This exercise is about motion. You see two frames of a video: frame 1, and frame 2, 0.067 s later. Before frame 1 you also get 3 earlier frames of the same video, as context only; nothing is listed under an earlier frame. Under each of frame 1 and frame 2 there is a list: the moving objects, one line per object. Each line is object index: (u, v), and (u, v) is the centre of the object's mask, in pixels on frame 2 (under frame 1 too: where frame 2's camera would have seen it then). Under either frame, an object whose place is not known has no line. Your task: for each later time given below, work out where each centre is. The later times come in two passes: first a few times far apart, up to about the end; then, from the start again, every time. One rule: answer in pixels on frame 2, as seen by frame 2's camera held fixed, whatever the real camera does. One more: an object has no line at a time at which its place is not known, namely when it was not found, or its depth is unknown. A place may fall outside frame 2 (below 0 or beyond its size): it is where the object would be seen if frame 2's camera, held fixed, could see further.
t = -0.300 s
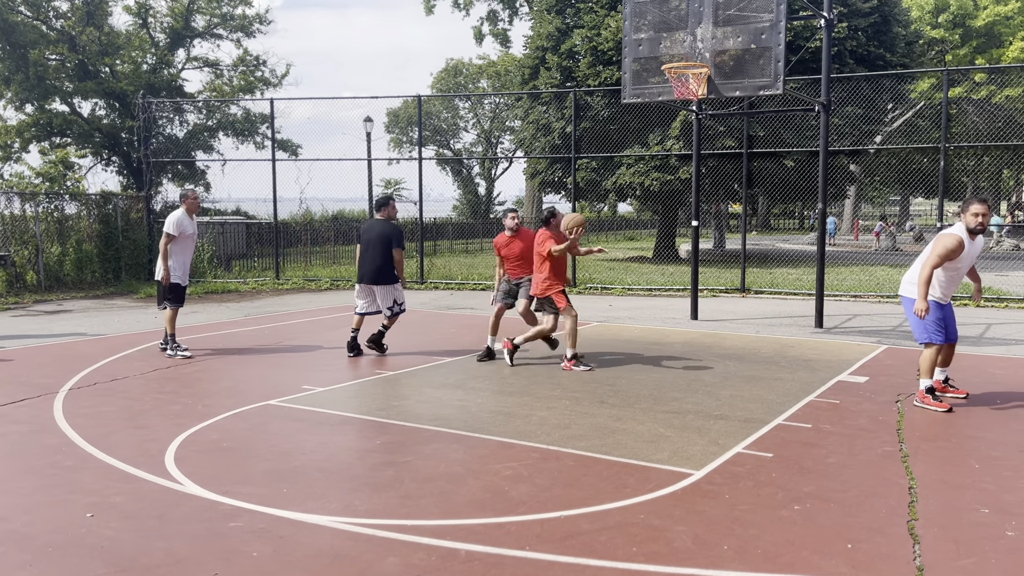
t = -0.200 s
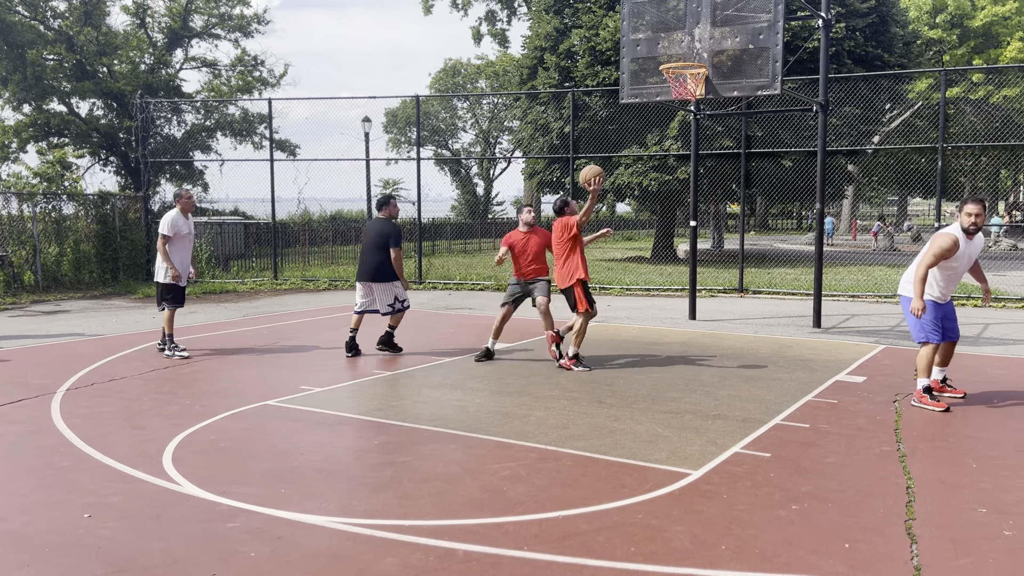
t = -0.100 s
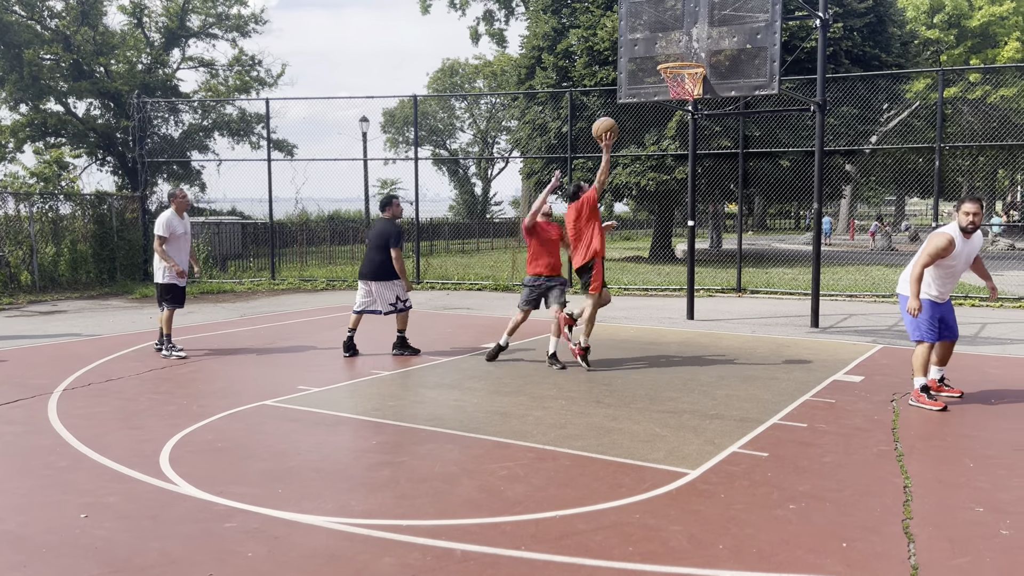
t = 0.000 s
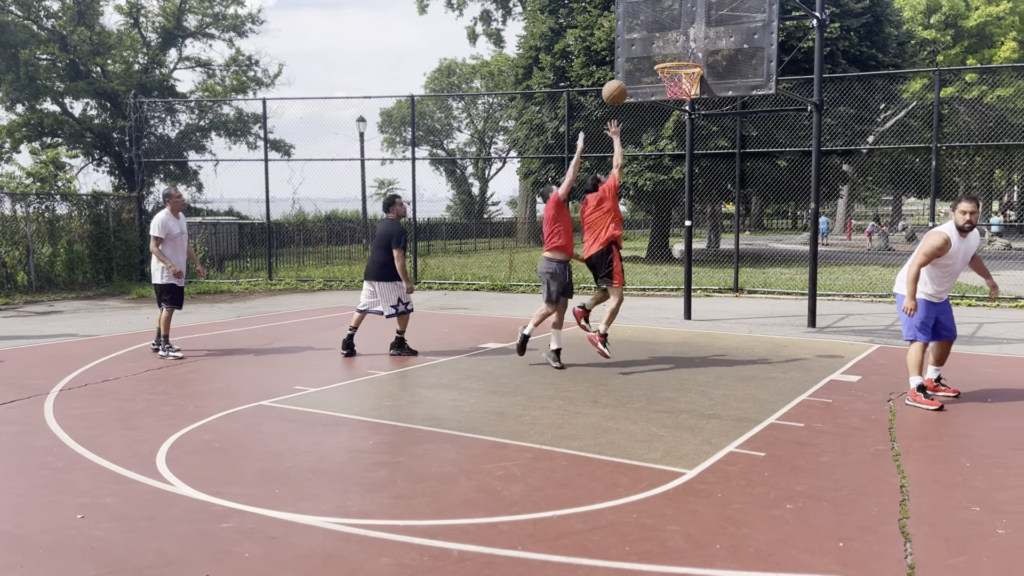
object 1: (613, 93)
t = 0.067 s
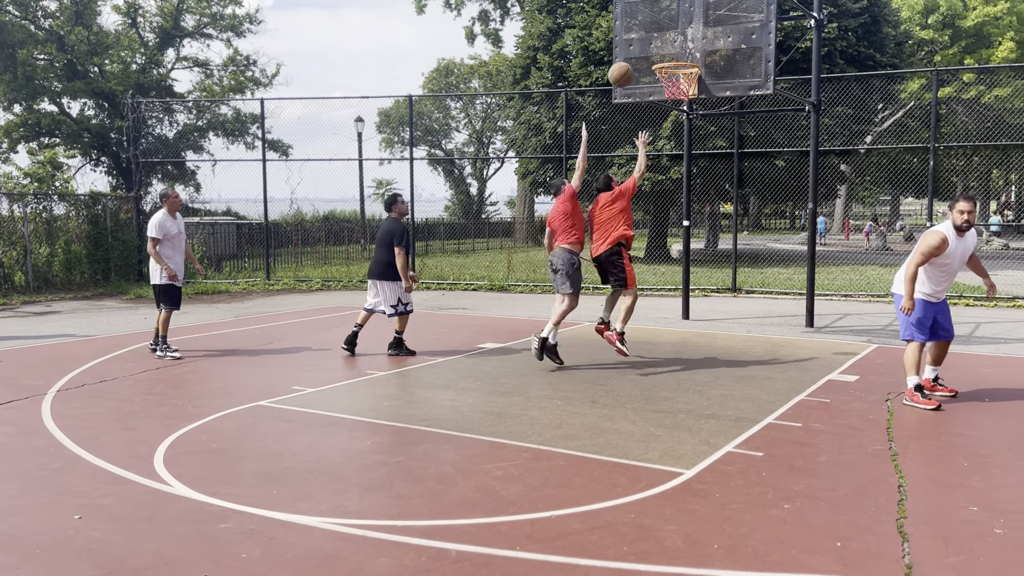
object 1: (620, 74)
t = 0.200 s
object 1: (636, 54)
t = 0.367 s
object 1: (654, 53)
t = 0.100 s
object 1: (623, 68)
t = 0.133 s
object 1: (628, 61)
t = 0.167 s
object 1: (632, 57)
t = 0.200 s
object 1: (636, 54)
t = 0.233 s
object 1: (639, 52)
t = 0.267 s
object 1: (643, 50)
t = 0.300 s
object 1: (646, 50)
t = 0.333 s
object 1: (650, 51)
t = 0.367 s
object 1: (654, 53)
